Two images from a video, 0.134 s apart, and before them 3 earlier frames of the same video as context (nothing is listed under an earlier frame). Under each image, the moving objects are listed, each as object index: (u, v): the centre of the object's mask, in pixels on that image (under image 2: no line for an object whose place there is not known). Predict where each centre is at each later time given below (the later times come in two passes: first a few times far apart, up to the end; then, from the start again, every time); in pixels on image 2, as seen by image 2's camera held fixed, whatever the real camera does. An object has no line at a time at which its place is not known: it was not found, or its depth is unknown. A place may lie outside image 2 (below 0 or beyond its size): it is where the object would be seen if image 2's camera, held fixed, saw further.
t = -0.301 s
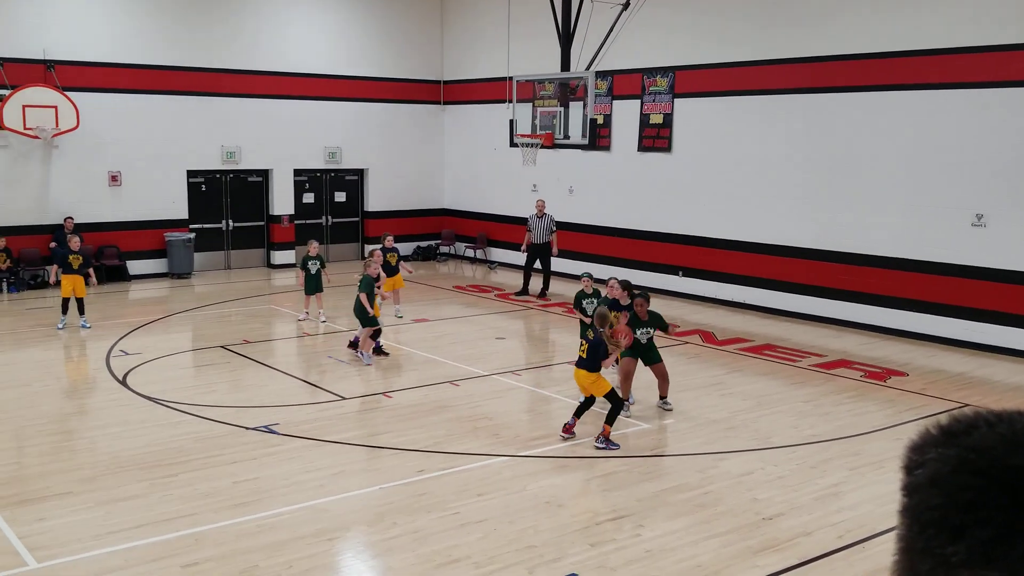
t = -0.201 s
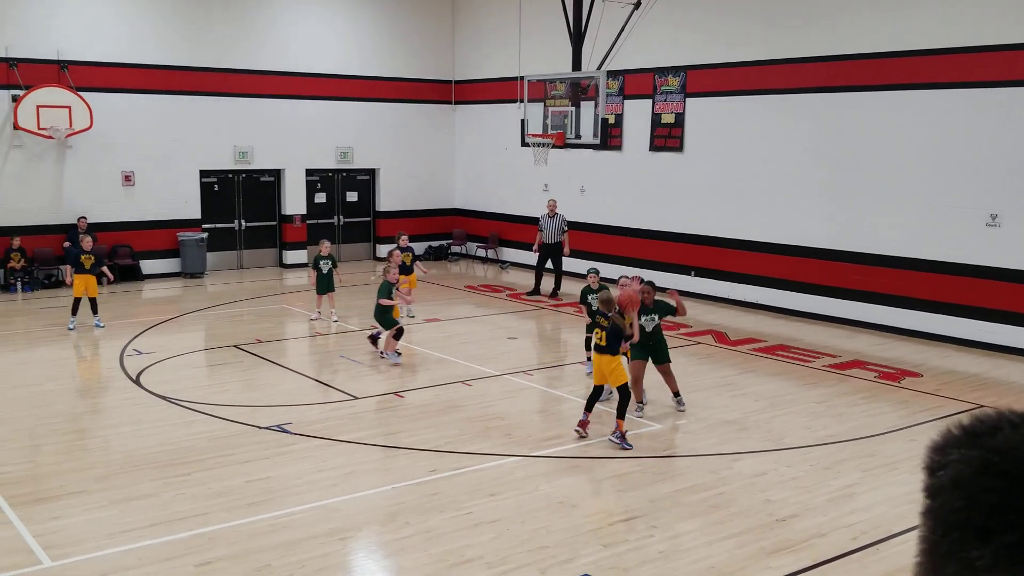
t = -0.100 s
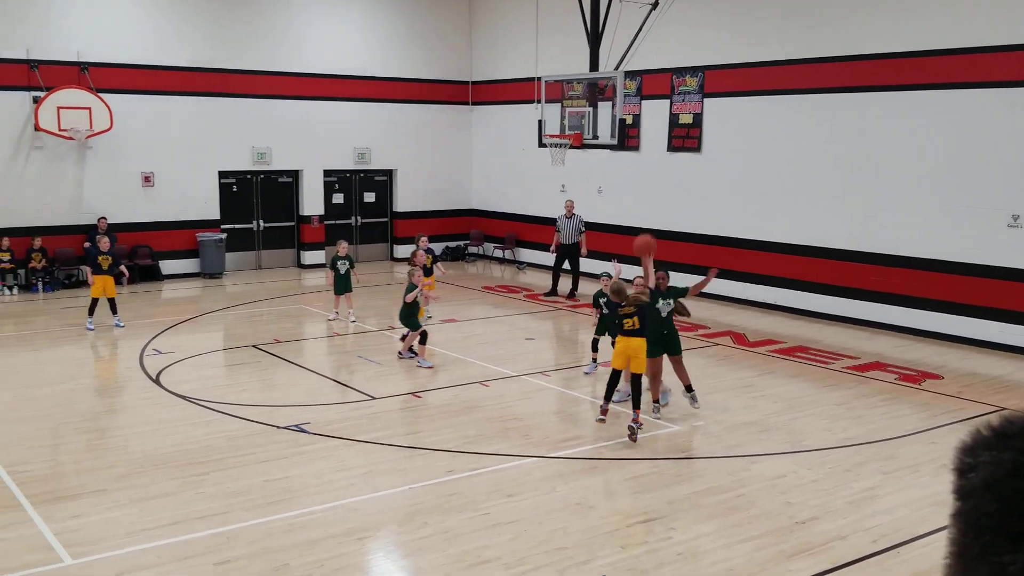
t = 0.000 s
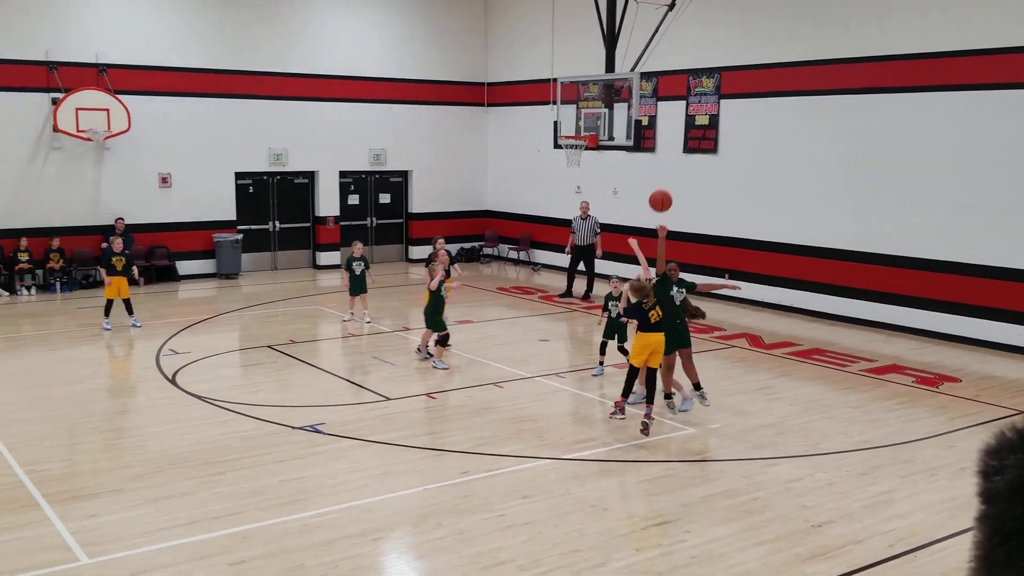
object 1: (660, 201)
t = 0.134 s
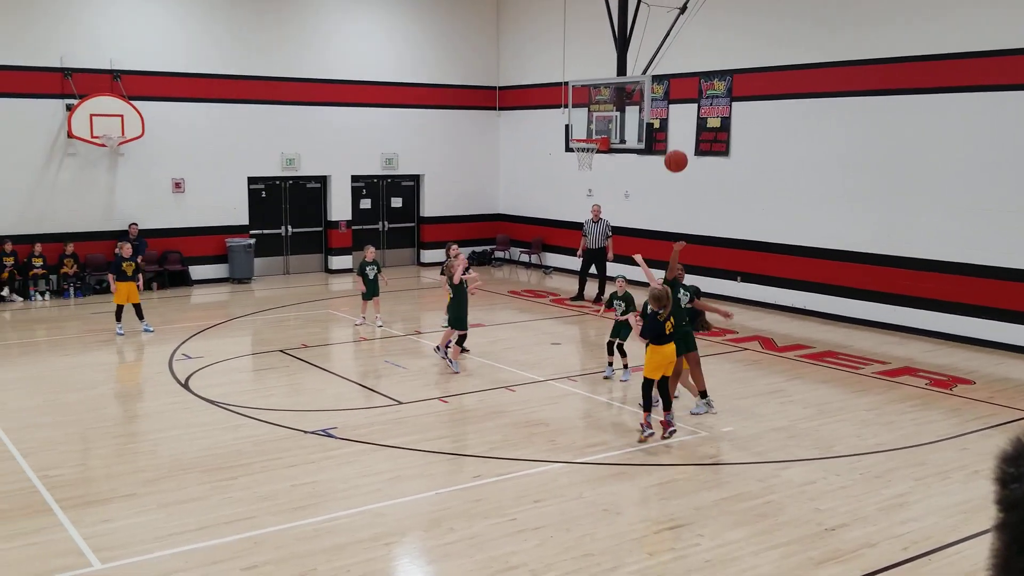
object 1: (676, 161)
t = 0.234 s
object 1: (680, 141)
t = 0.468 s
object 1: (692, 133)
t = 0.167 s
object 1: (677, 153)
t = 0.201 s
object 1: (679, 146)
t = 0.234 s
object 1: (680, 141)
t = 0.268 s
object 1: (682, 136)
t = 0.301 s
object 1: (683, 132)
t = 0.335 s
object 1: (685, 130)
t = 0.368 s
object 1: (687, 129)
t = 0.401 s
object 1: (689, 128)
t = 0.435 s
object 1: (691, 130)
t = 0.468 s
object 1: (692, 133)
